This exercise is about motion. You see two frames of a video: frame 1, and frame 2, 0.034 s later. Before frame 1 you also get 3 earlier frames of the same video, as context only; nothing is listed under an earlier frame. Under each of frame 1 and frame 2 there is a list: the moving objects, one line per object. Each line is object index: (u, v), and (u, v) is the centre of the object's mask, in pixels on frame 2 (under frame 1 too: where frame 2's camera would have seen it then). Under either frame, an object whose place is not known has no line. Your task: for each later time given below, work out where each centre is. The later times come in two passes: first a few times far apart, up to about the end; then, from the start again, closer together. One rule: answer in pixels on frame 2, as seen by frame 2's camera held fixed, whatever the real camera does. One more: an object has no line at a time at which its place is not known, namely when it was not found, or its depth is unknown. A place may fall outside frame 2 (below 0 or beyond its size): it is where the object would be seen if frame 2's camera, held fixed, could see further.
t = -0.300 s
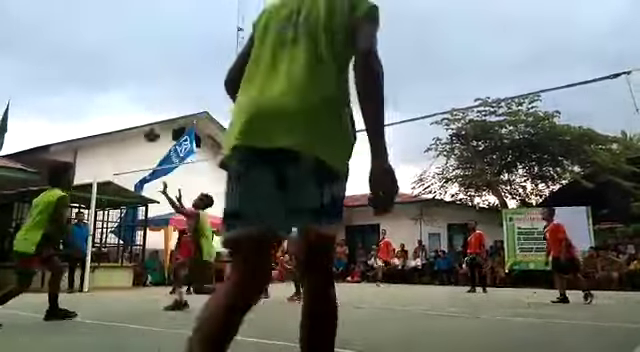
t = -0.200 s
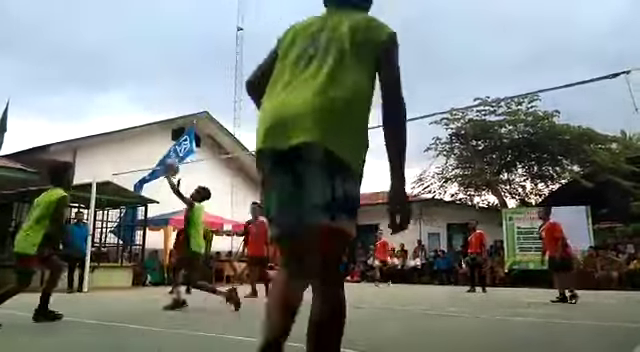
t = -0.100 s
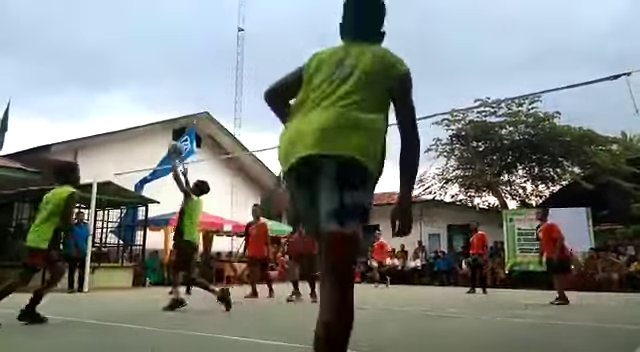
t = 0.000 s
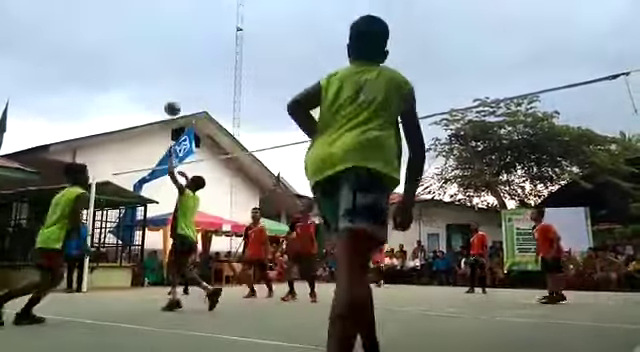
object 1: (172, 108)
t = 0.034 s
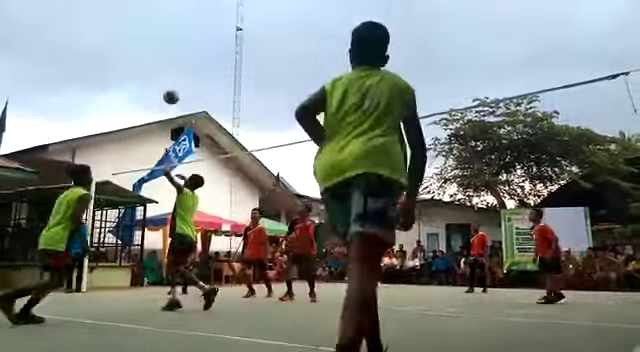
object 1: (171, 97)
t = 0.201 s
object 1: (165, 55)
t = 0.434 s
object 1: (156, 30)
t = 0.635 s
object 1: (146, 35)
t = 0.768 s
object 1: (139, 51)
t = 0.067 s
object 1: (169, 87)
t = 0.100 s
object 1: (168, 78)
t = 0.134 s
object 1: (167, 70)
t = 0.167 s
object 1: (166, 62)
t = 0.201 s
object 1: (165, 55)
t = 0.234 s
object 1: (164, 49)
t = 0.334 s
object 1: (160, 36)
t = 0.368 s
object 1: (158, 33)
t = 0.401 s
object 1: (157, 31)
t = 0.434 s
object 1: (156, 30)
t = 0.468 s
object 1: (154, 29)
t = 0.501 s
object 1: (153, 29)
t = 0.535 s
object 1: (152, 30)
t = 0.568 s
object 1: (150, 31)
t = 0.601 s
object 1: (148, 33)
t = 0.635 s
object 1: (146, 35)
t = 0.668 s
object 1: (144, 38)
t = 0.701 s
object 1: (142, 41)
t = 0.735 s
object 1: (141, 45)
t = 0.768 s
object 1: (139, 51)
